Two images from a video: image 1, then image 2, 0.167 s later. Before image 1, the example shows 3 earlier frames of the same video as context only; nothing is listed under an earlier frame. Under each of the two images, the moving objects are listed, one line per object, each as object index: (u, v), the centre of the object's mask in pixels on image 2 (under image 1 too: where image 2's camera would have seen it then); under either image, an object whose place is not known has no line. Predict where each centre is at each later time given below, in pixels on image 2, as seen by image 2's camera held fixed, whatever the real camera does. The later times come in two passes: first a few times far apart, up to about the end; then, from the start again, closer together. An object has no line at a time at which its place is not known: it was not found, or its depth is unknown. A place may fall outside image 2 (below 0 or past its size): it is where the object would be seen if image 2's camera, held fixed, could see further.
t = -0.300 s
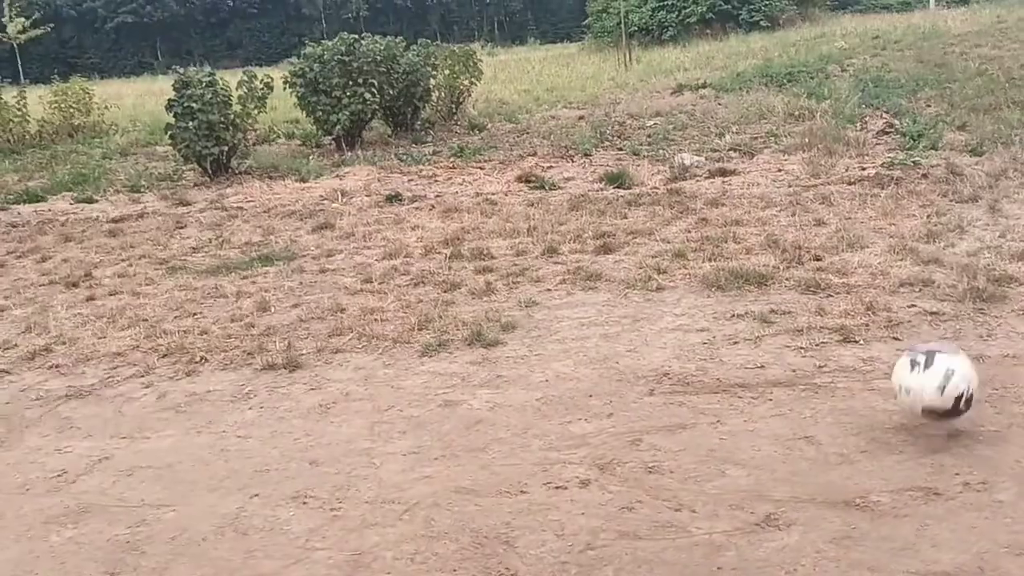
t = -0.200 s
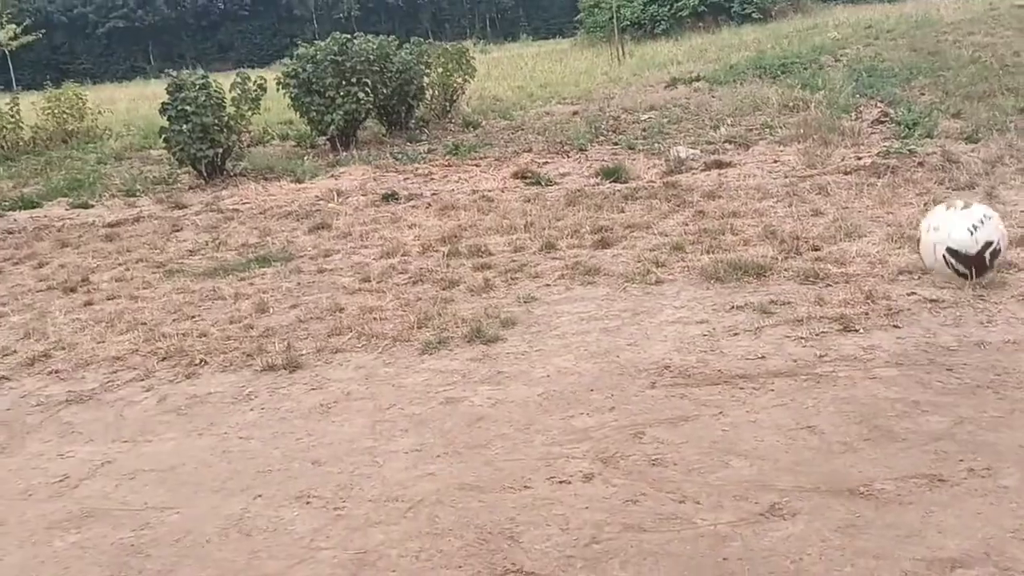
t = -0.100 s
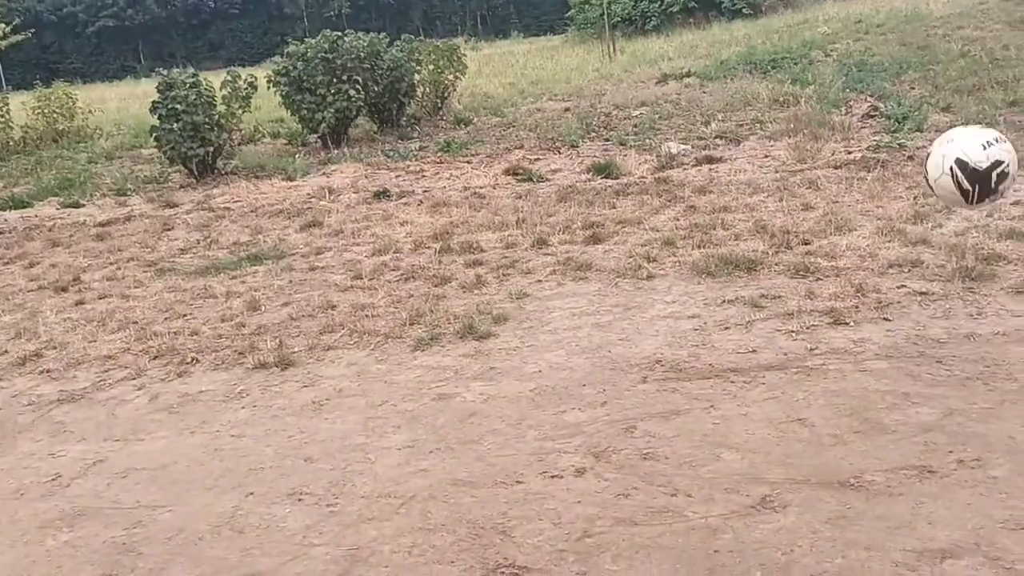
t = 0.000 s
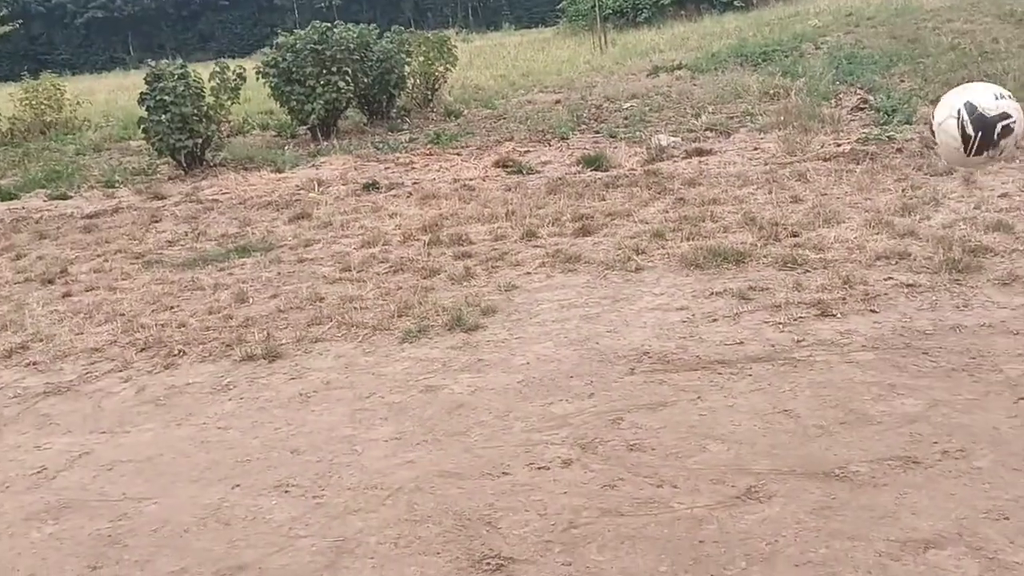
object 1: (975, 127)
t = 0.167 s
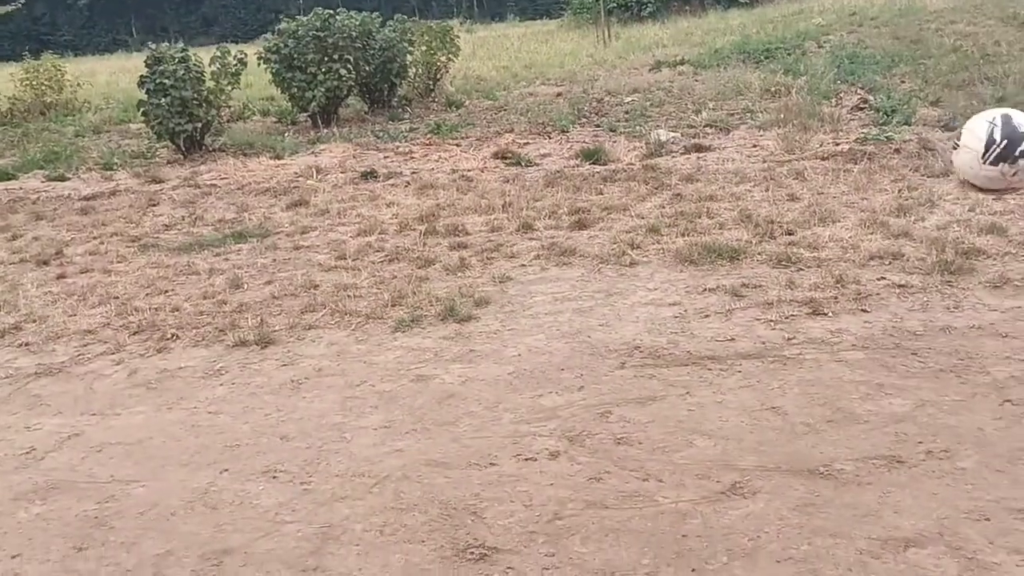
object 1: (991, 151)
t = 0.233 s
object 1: (994, 190)
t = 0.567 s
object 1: (823, 162)
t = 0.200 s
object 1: (993, 169)
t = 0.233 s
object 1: (994, 190)
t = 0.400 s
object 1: (941, 222)
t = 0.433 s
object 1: (920, 201)
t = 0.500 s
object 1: (870, 175)
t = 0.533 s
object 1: (846, 166)
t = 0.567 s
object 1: (823, 162)
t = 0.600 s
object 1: (798, 160)
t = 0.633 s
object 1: (773, 164)
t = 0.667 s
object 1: (745, 172)
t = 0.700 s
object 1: (717, 184)
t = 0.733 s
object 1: (690, 200)
